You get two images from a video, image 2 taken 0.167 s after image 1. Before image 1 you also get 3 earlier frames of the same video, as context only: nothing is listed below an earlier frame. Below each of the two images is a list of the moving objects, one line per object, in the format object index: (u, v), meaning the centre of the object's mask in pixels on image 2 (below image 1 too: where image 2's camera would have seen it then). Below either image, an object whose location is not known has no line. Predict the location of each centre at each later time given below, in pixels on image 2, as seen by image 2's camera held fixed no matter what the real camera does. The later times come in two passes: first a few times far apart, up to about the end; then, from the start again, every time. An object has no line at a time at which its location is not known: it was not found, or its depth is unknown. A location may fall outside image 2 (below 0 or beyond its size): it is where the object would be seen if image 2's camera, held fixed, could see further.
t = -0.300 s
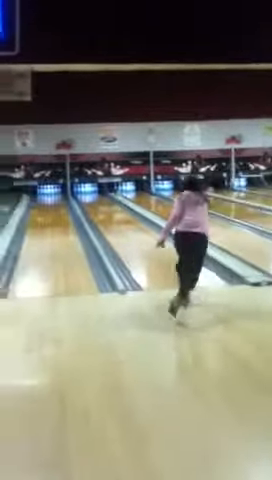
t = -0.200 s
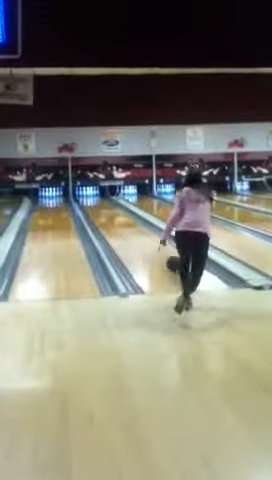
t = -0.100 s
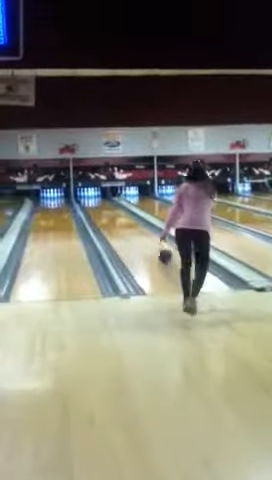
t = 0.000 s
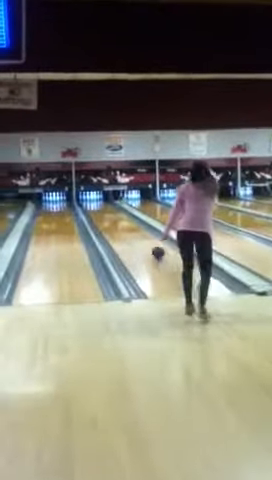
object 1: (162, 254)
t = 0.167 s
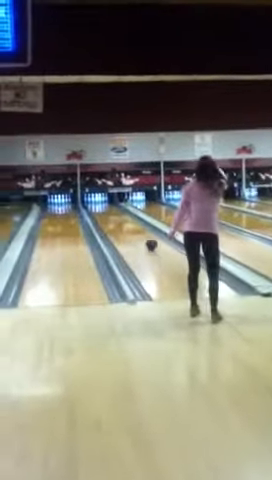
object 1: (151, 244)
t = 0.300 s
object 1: (143, 238)
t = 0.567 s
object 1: (132, 228)
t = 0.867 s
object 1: (122, 220)
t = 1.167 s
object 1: (115, 215)
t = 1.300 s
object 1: (111, 211)
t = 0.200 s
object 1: (149, 243)
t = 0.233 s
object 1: (146, 240)
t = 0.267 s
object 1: (145, 239)
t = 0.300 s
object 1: (143, 238)
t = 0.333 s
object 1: (142, 237)
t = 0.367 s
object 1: (140, 235)
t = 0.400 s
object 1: (139, 235)
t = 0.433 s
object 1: (137, 234)
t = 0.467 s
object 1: (136, 233)
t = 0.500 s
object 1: (134, 231)
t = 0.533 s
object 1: (133, 230)
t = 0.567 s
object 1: (132, 228)
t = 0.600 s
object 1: (130, 228)
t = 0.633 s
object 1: (129, 227)
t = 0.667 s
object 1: (128, 225)
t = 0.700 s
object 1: (126, 225)
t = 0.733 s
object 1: (125, 224)
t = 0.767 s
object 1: (125, 223)
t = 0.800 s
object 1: (124, 221)
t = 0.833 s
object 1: (124, 221)
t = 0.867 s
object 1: (122, 220)
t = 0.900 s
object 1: (122, 220)
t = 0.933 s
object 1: (120, 219)
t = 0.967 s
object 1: (120, 219)
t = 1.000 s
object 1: (118, 218)
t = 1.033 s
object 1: (117, 217)
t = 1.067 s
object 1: (117, 217)
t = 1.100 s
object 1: (117, 216)
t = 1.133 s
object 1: (115, 215)
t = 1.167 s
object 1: (115, 215)
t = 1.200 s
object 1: (114, 214)
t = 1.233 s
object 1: (111, 211)
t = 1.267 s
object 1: (111, 211)
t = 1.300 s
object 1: (111, 211)
